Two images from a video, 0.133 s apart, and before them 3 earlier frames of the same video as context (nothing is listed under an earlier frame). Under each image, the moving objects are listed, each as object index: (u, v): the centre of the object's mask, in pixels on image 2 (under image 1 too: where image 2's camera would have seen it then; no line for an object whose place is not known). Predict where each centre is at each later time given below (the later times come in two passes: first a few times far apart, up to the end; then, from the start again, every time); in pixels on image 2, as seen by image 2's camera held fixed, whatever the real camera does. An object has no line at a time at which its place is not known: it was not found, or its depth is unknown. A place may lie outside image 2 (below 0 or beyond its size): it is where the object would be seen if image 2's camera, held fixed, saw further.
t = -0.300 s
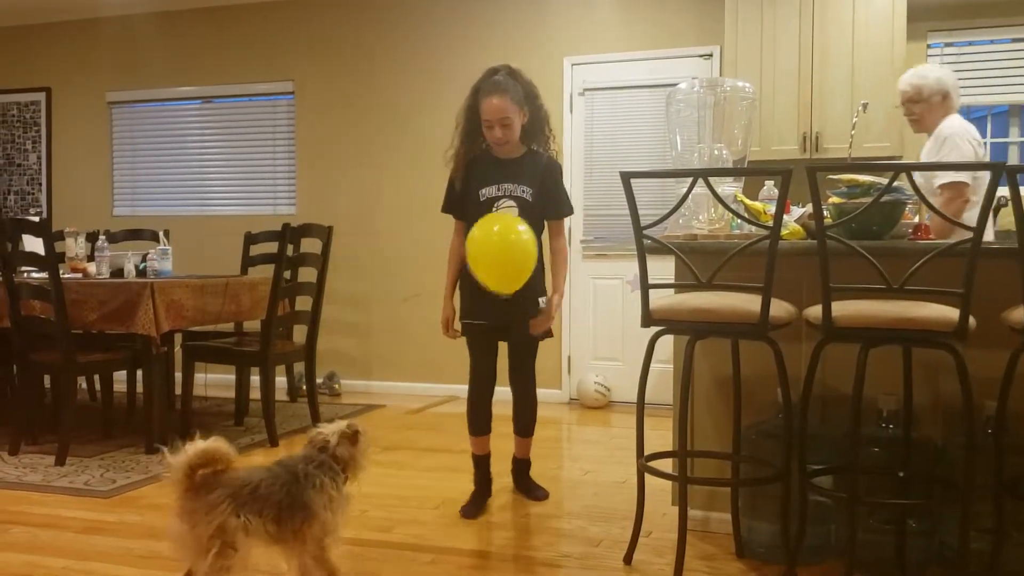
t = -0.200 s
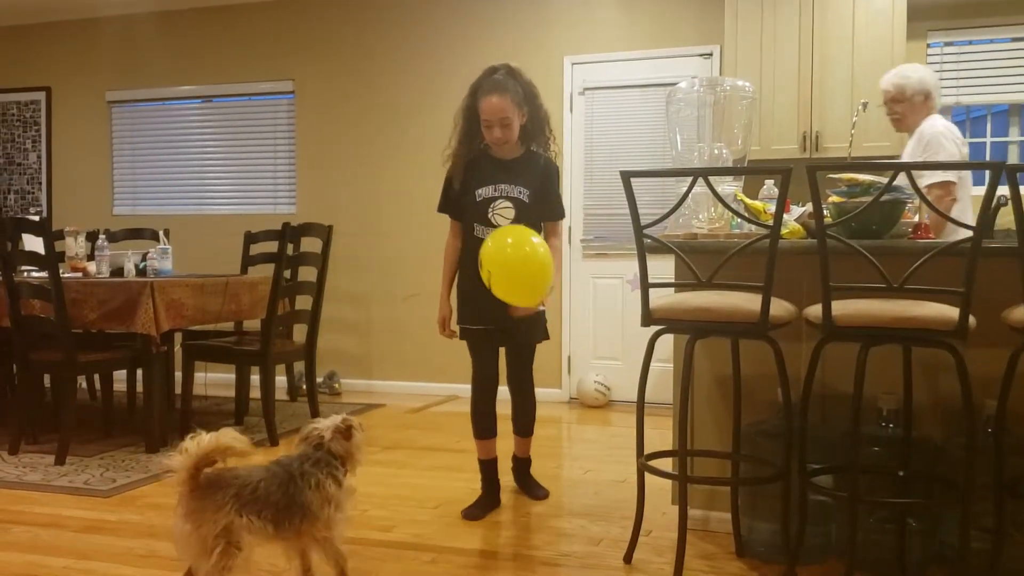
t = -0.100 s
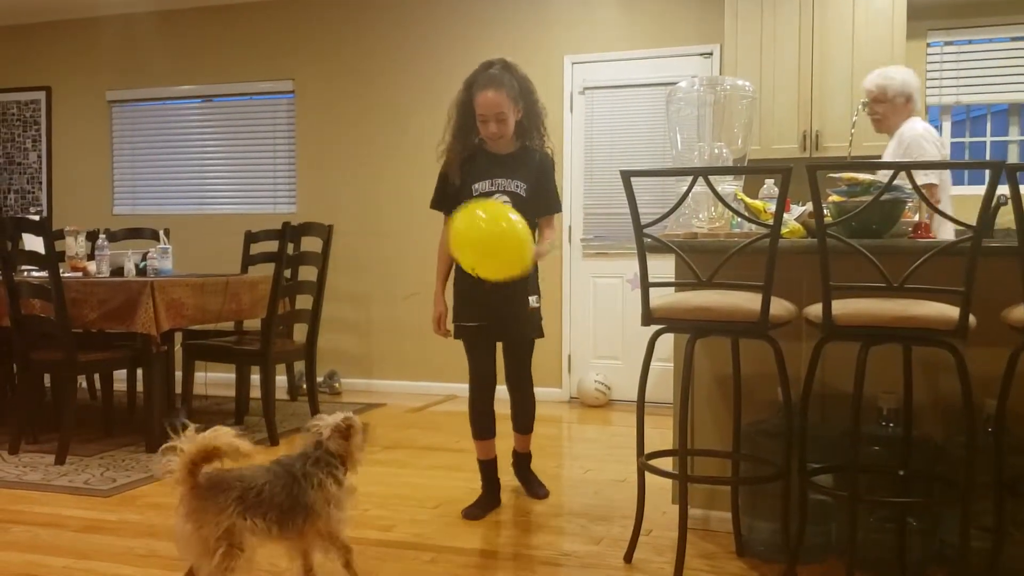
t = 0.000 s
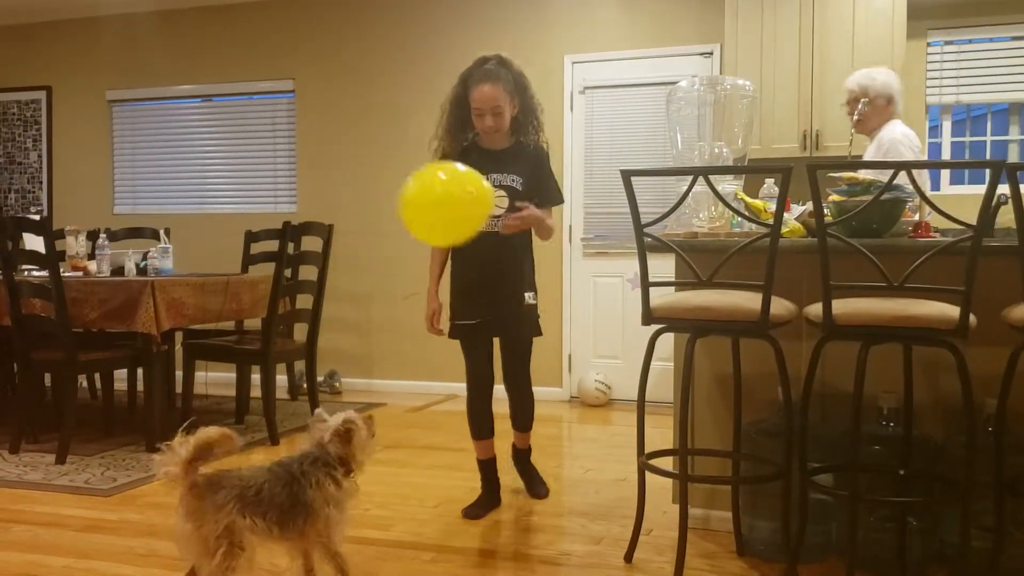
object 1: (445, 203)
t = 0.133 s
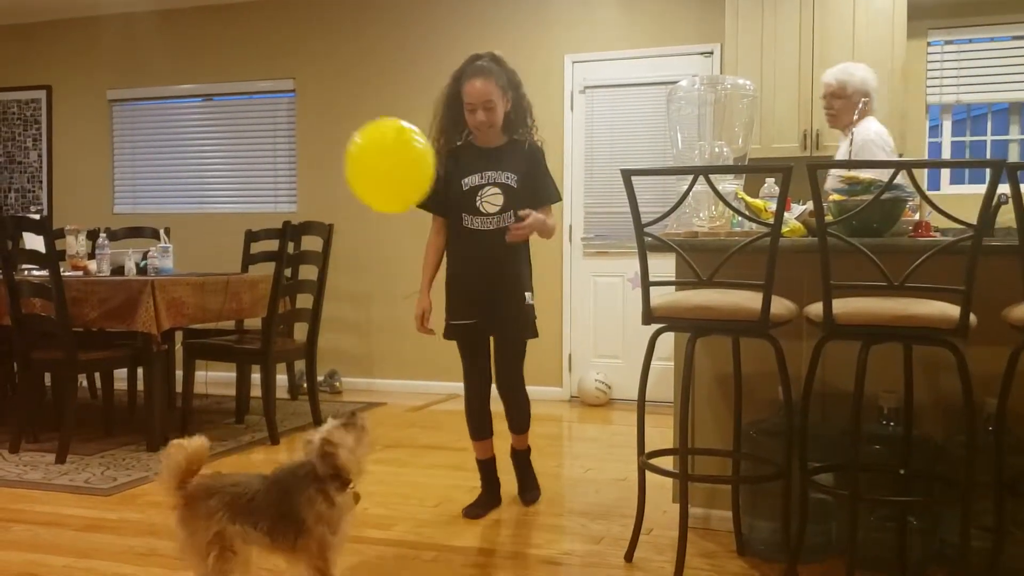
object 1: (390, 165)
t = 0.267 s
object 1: (337, 138)
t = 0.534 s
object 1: (244, 153)
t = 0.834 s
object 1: (199, 246)
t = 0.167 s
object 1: (376, 157)
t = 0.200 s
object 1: (363, 150)
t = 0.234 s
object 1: (350, 143)
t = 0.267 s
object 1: (337, 138)
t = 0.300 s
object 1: (324, 134)
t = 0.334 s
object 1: (311, 132)
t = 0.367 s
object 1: (298, 132)
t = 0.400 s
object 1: (286, 133)
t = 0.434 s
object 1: (274, 136)
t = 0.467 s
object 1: (263, 140)
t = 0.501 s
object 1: (253, 146)
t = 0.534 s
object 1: (244, 153)
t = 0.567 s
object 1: (236, 160)
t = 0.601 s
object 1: (229, 169)
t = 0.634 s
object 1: (223, 179)
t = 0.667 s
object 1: (218, 189)
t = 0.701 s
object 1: (214, 200)
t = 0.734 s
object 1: (210, 210)
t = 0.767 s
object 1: (207, 222)
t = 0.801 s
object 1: (203, 234)
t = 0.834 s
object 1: (199, 246)
